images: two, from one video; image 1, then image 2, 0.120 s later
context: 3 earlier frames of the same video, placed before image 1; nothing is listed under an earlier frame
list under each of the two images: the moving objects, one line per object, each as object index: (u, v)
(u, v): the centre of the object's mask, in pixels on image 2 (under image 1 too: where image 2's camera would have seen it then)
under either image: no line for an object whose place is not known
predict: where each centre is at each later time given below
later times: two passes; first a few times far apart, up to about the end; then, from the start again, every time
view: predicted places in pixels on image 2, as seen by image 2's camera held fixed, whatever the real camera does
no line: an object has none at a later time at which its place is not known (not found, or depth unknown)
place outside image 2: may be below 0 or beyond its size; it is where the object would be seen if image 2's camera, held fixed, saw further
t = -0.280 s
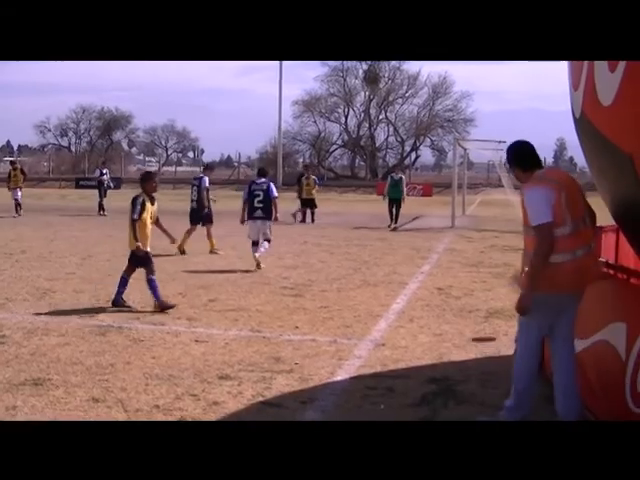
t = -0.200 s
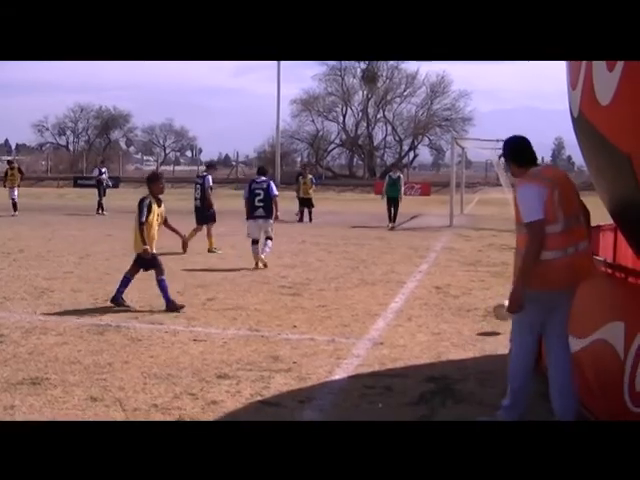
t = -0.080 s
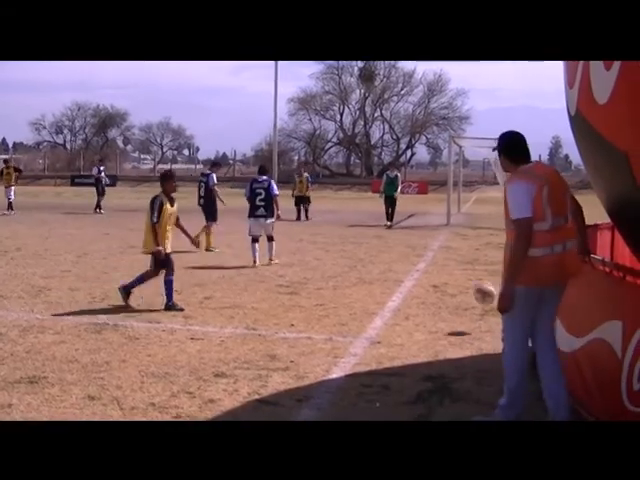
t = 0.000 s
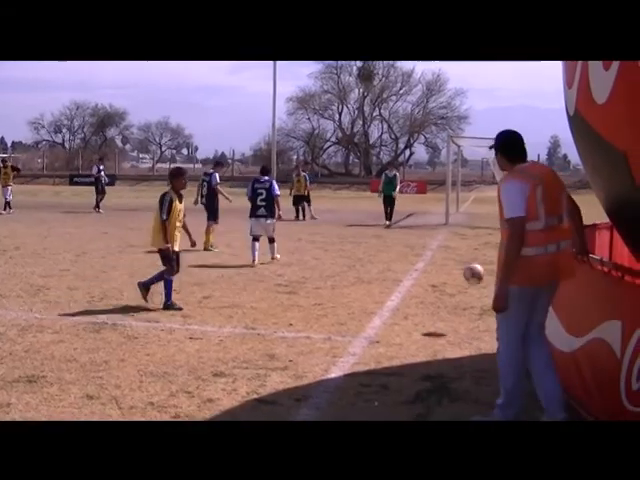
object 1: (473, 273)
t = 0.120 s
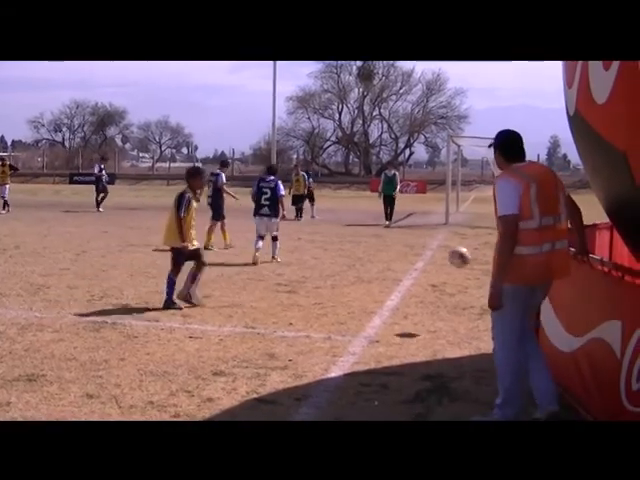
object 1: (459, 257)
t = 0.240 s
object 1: (444, 254)
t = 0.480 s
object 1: (413, 291)
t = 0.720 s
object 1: (386, 291)
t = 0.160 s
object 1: (454, 254)
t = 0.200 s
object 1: (449, 253)
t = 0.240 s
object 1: (444, 254)
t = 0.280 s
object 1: (439, 256)
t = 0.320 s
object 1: (434, 260)
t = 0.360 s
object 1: (429, 265)
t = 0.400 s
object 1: (424, 272)
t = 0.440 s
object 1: (419, 280)
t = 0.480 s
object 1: (413, 291)
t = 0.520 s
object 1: (409, 301)
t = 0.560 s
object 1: (401, 317)
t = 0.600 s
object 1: (398, 312)
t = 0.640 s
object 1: (394, 304)
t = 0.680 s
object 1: (390, 296)
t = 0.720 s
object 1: (386, 291)
